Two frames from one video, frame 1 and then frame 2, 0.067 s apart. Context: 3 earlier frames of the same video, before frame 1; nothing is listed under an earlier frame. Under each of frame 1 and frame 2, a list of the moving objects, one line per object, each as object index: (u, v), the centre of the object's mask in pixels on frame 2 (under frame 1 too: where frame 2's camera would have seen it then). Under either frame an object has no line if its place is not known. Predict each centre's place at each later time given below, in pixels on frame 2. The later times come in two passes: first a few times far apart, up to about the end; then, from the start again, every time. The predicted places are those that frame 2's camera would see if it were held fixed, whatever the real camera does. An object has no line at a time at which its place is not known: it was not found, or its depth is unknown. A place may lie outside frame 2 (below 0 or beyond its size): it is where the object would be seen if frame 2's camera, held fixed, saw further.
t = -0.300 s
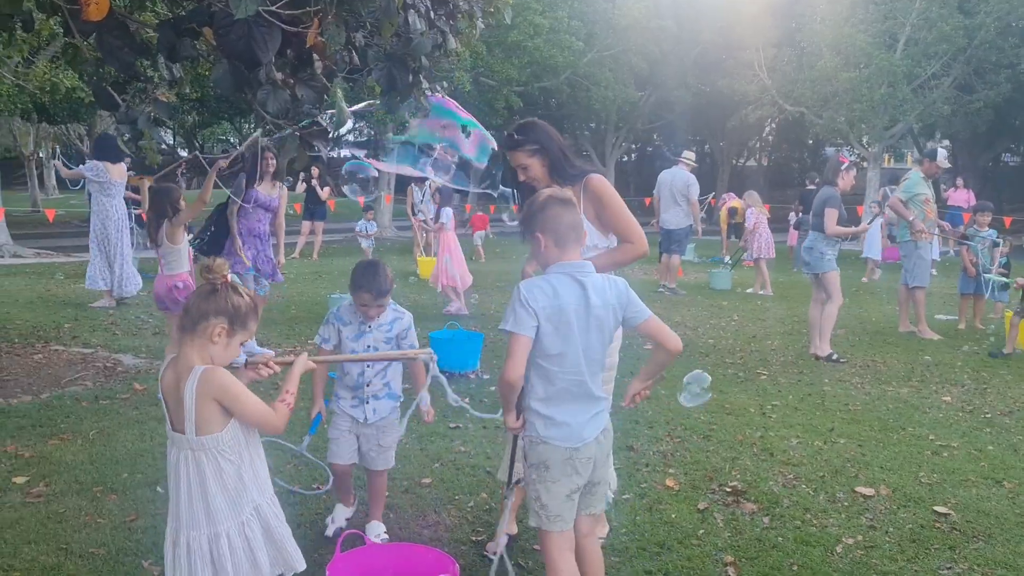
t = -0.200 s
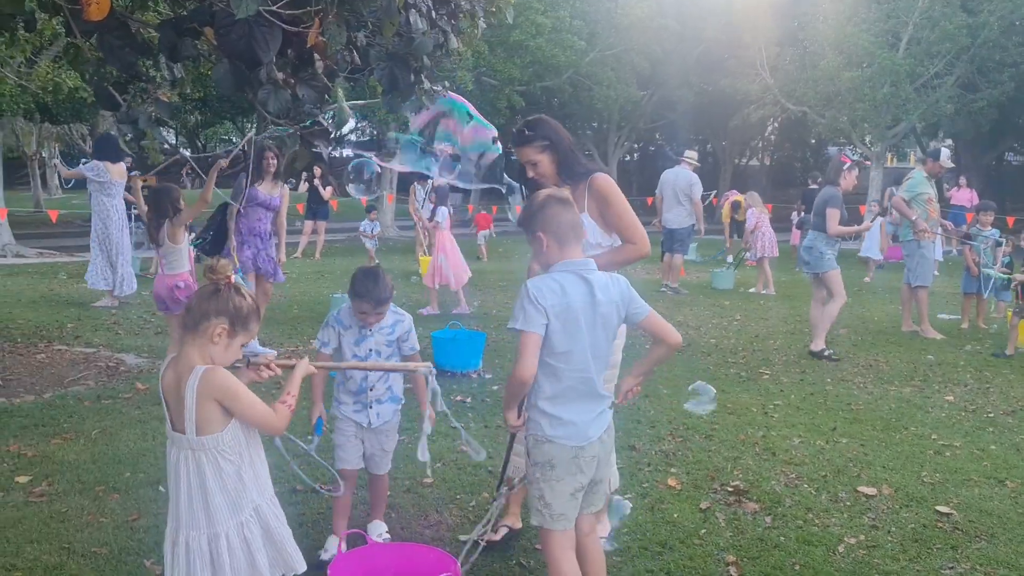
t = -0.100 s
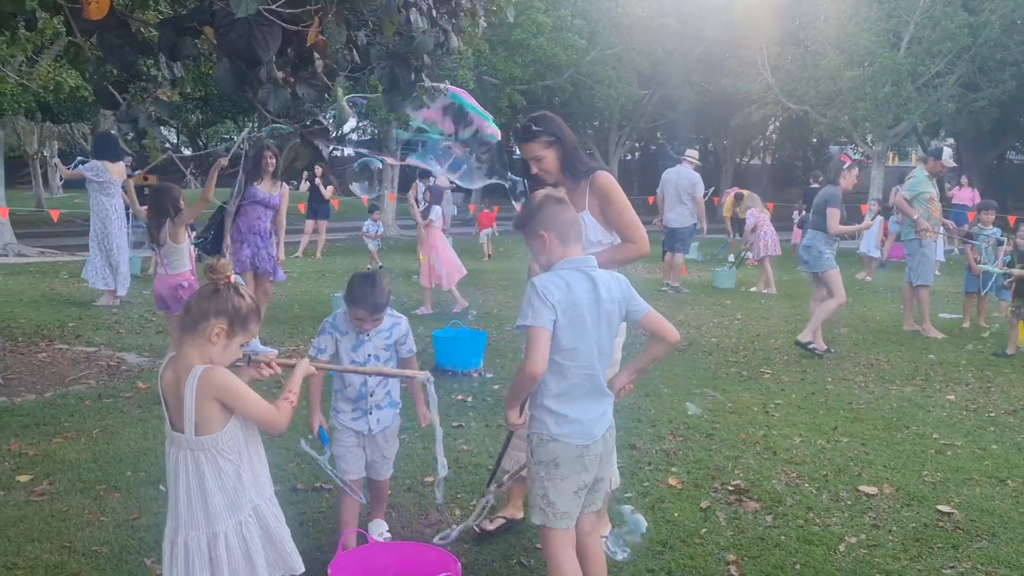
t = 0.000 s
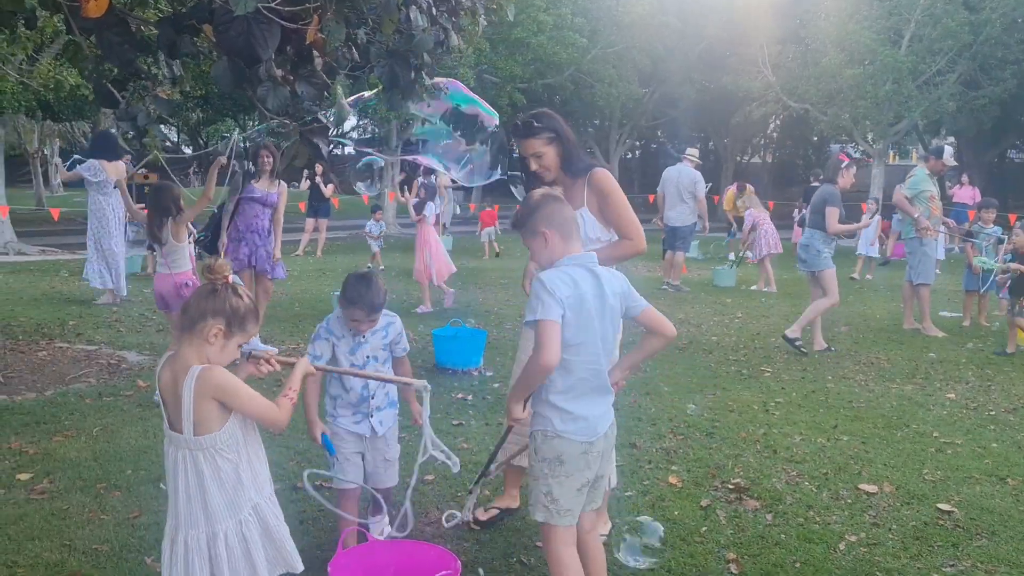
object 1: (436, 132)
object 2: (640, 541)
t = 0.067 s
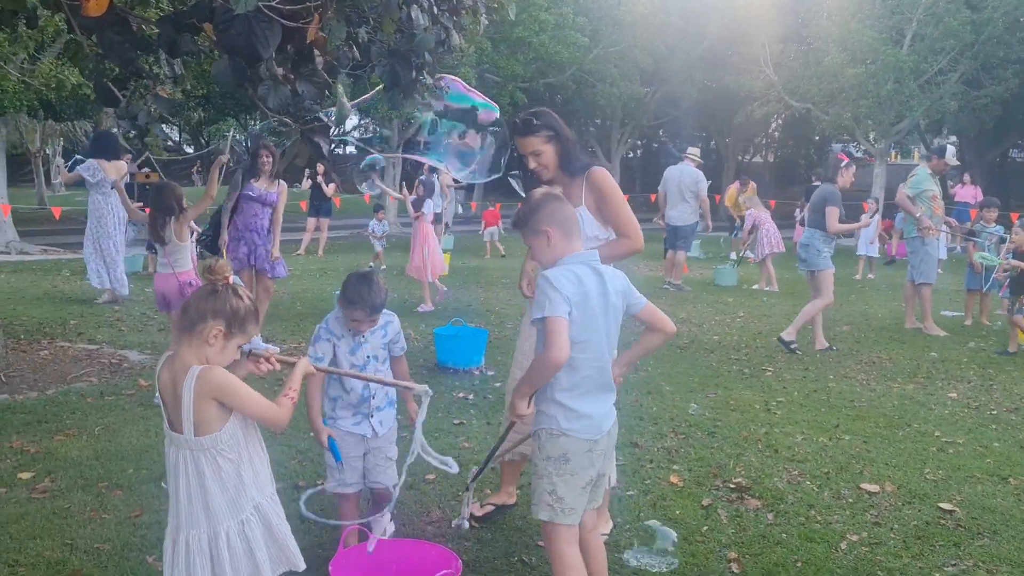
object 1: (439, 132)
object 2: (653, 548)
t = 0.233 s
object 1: (438, 127)
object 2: (673, 550)
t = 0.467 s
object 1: (440, 116)
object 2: (695, 536)
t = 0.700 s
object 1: (472, 104)
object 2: (707, 529)
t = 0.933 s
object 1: (490, 102)
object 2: (718, 525)
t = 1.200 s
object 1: (500, 94)
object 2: (724, 525)
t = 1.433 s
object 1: (514, 86)
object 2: (730, 526)
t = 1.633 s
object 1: (530, 79)
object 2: (730, 524)
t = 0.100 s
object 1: (435, 130)
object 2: (659, 550)
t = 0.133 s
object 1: (440, 131)
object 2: (661, 550)
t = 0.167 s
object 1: (435, 129)
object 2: (665, 552)
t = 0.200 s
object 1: (440, 130)
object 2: (669, 550)
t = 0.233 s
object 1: (438, 127)
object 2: (673, 550)
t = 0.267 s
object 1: (433, 126)
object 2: (676, 549)
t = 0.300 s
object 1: (436, 125)
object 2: (679, 547)
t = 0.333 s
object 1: (436, 123)
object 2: (685, 546)
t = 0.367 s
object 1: (429, 121)
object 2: (685, 544)
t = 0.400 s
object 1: (430, 119)
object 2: (688, 541)
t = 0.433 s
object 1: (452, 116)
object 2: (693, 538)
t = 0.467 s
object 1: (440, 116)
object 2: (695, 536)
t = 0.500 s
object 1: (444, 114)
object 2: (697, 535)
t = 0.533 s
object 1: (450, 111)
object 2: (699, 534)
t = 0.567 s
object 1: (446, 111)
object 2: (702, 532)
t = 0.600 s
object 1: (450, 109)
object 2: (703, 531)
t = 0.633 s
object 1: (465, 104)
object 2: (705, 530)
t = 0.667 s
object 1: (466, 104)
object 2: (706, 529)
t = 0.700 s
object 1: (472, 104)
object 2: (707, 529)
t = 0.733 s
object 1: (476, 102)
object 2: (708, 528)
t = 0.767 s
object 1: (488, 97)
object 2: (710, 527)
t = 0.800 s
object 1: (489, 98)
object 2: (711, 526)
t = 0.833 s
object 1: (490, 100)
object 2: (715, 526)
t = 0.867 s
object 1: (489, 100)
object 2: (716, 525)
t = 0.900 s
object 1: (492, 103)
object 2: (717, 526)
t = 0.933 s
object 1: (490, 102)
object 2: (718, 525)
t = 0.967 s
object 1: (489, 103)
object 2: (719, 525)
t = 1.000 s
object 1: (489, 103)
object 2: (720, 526)
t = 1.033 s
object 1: (491, 103)
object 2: (721, 526)
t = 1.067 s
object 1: (491, 101)
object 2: (722, 524)
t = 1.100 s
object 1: (494, 99)
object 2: (722, 525)
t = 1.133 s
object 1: (496, 98)
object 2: (723, 525)
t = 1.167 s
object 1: (497, 96)
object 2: (723, 525)
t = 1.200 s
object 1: (500, 94)
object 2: (724, 525)
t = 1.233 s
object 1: (502, 93)
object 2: (724, 525)
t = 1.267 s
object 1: (504, 91)
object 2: (725, 525)
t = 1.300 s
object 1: (506, 90)
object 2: (727, 525)
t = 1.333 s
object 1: (508, 89)
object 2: (727, 525)
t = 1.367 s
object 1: (510, 89)
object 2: (727, 524)
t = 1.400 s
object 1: (512, 88)
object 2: (728, 525)
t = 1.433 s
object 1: (514, 86)
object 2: (730, 526)
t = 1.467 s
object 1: (517, 85)
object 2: (730, 526)
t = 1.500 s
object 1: (519, 84)
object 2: (731, 526)
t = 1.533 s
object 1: (522, 83)
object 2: (731, 526)
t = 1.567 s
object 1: (525, 81)
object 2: (731, 525)
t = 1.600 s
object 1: (528, 80)
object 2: (732, 525)
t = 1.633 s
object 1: (530, 79)
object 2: (730, 524)
